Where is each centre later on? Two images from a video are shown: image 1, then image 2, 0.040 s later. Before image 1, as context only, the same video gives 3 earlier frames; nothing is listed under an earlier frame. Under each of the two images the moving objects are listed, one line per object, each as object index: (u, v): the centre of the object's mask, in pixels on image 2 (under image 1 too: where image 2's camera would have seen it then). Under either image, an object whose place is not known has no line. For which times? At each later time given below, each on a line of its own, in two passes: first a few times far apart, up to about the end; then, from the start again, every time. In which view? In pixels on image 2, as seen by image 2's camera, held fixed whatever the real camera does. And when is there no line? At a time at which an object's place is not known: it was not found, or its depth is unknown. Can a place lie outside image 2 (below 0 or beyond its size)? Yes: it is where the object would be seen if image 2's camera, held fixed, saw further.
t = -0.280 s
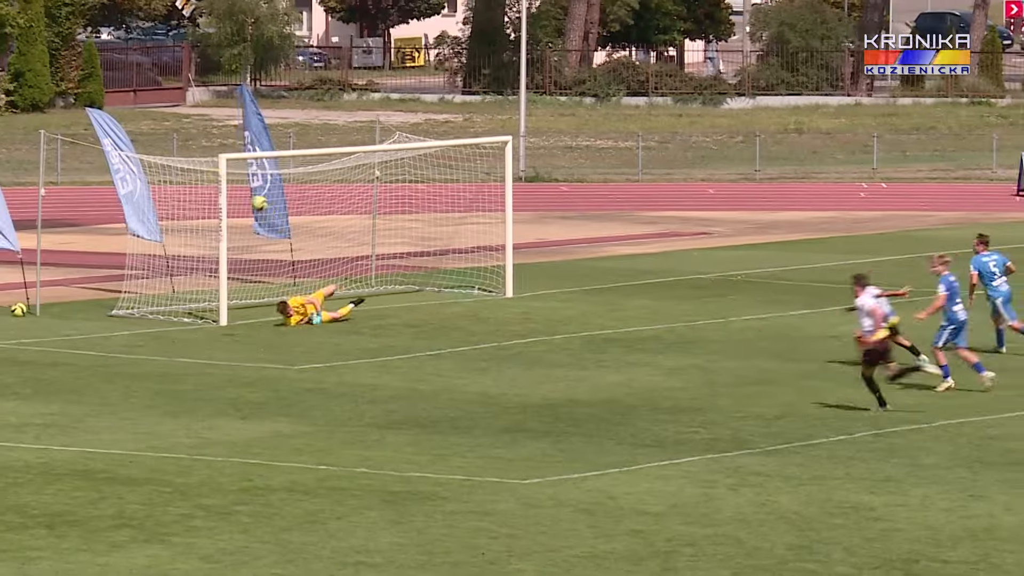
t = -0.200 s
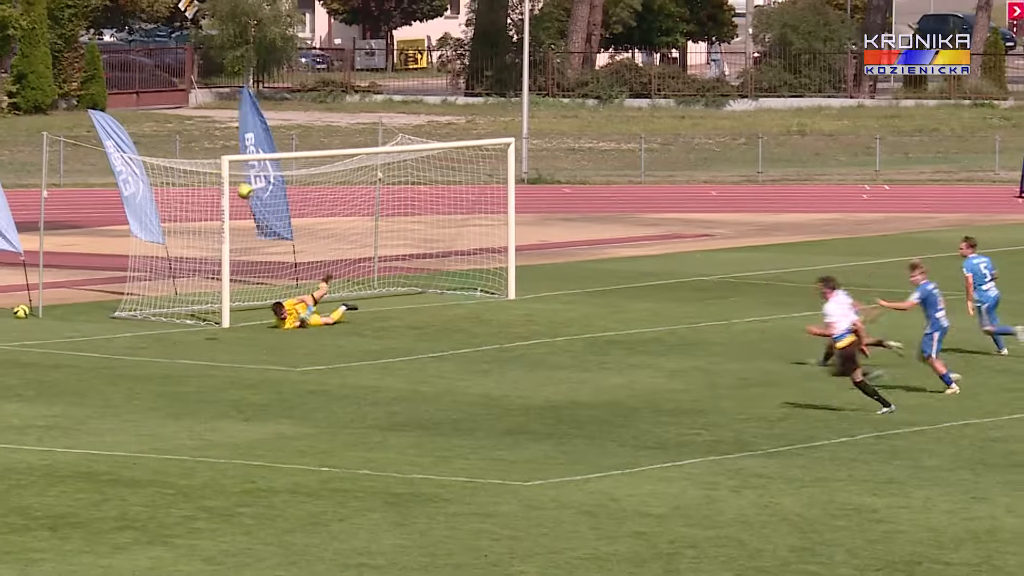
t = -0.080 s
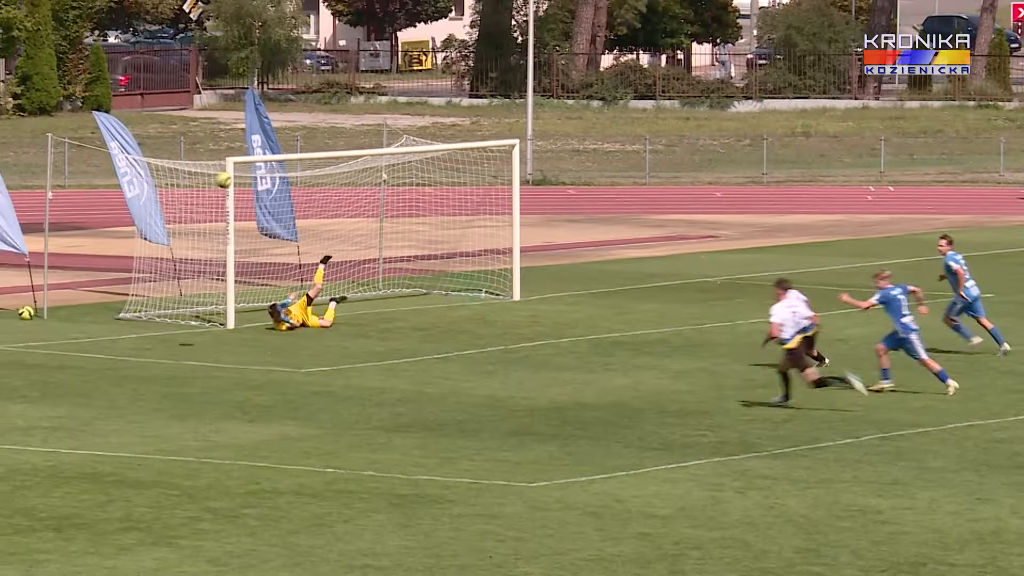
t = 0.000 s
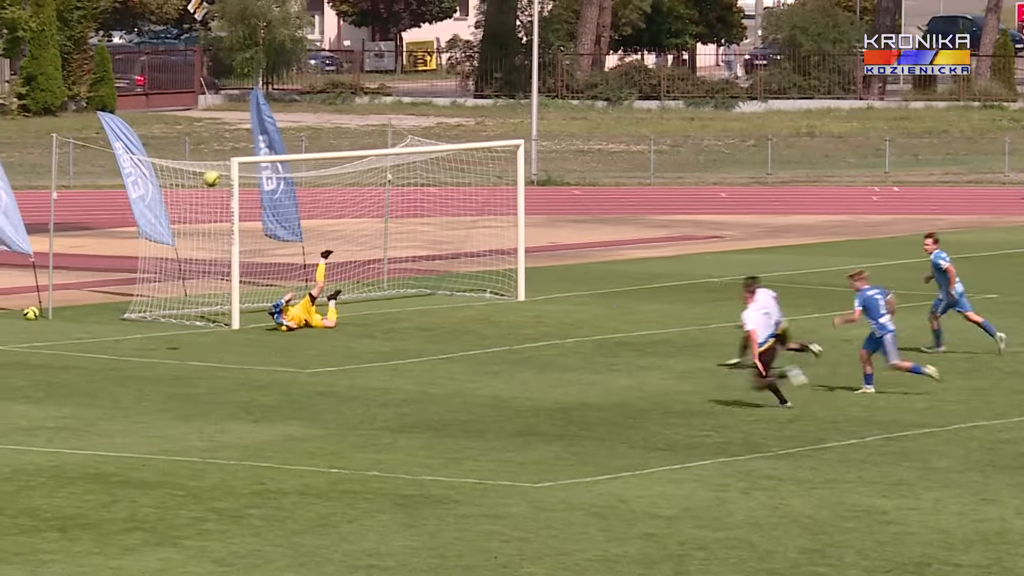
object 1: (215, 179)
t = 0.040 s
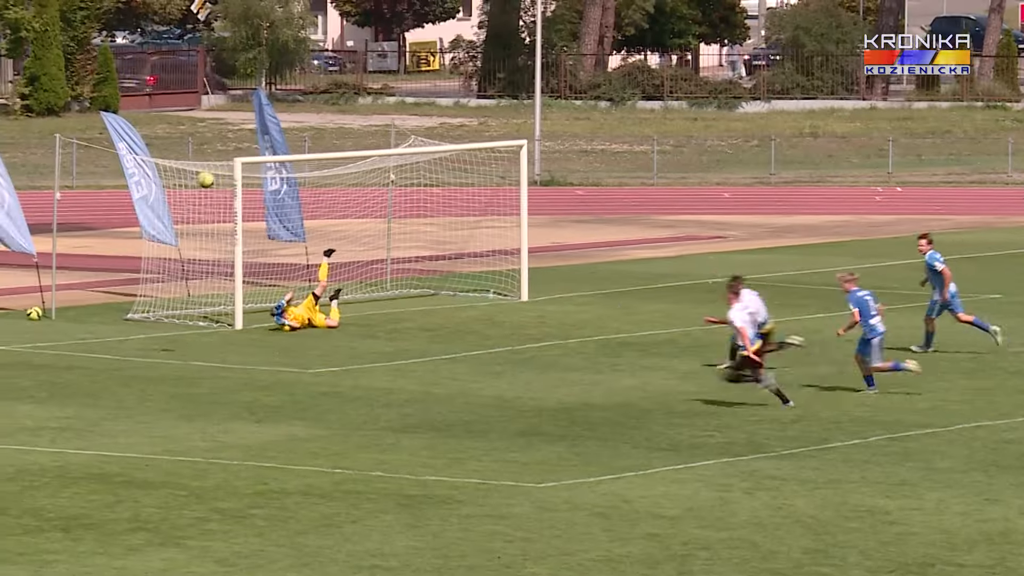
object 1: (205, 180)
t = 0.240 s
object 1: (161, 203)
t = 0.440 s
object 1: (117, 260)
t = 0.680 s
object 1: (63, 375)
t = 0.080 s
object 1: (196, 182)
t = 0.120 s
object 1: (188, 185)
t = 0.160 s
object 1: (178, 190)
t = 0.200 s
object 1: (170, 196)
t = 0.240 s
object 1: (161, 203)
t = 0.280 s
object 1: (152, 212)
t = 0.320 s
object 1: (143, 222)
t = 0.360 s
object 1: (134, 233)
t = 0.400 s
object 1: (125, 246)
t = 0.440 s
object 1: (117, 260)
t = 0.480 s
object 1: (108, 275)
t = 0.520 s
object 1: (99, 292)
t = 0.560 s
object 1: (90, 310)
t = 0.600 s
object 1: (81, 330)
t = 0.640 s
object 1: (72, 353)
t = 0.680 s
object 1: (63, 375)
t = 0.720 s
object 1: (54, 377)
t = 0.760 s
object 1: (44, 367)
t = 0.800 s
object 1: (35, 359)
